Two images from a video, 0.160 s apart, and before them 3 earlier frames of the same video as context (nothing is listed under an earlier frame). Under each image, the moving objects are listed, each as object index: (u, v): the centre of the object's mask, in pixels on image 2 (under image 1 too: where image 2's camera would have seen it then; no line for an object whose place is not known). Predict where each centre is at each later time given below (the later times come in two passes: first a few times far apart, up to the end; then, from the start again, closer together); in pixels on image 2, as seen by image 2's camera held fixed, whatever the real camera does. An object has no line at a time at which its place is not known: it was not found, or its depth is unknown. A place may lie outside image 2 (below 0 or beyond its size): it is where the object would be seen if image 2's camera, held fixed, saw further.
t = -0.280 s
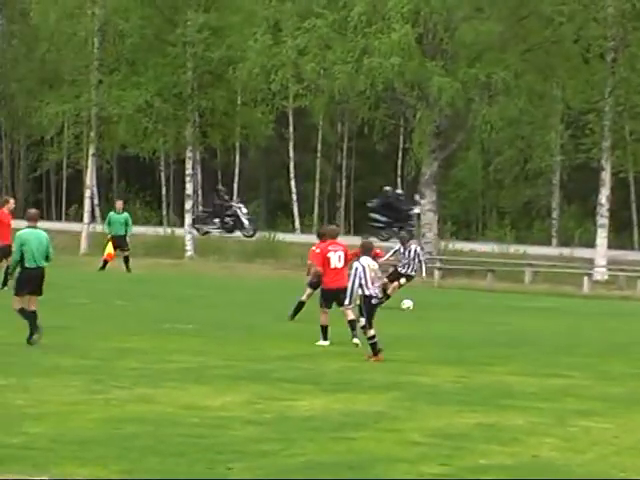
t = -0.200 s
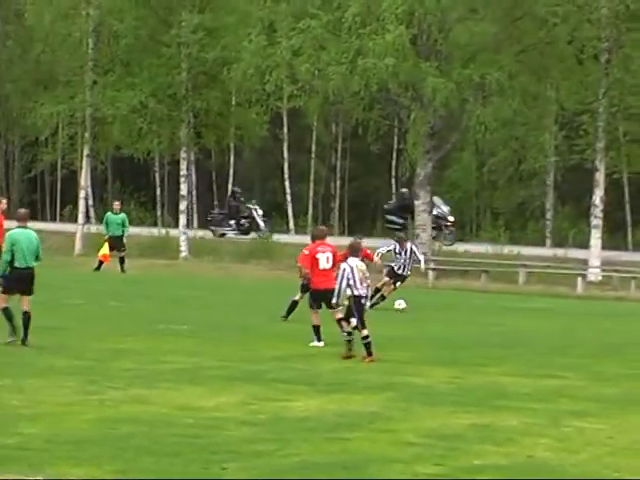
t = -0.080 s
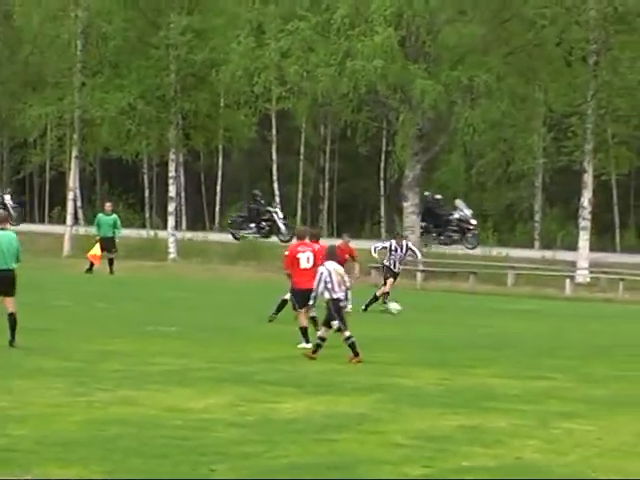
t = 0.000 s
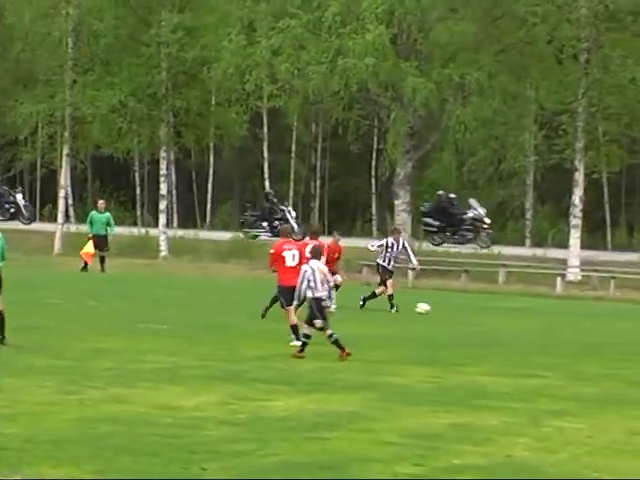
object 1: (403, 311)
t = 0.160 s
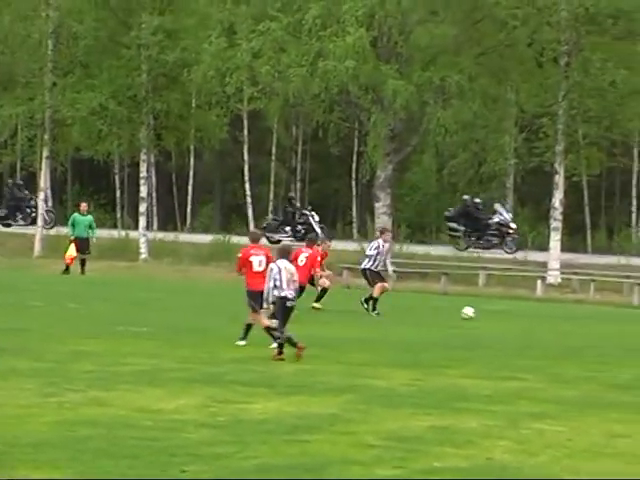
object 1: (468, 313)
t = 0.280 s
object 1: (510, 316)
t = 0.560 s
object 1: (592, 322)
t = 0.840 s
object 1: (663, 325)
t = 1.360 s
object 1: (783, 332)
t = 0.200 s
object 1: (482, 313)
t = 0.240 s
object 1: (497, 315)
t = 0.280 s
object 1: (510, 316)
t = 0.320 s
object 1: (523, 315)
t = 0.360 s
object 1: (536, 317)
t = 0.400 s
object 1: (548, 318)
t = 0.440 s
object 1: (560, 319)
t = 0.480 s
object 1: (571, 320)
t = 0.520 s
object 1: (582, 321)
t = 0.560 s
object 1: (592, 322)
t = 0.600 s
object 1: (603, 322)
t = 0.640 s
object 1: (614, 323)
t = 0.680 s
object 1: (624, 323)
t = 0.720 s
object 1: (634, 324)
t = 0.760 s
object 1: (645, 325)
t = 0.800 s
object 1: (654, 325)
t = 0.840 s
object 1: (663, 325)
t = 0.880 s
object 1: (673, 326)
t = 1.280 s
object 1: (766, 331)
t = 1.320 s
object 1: (775, 332)
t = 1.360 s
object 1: (783, 332)
